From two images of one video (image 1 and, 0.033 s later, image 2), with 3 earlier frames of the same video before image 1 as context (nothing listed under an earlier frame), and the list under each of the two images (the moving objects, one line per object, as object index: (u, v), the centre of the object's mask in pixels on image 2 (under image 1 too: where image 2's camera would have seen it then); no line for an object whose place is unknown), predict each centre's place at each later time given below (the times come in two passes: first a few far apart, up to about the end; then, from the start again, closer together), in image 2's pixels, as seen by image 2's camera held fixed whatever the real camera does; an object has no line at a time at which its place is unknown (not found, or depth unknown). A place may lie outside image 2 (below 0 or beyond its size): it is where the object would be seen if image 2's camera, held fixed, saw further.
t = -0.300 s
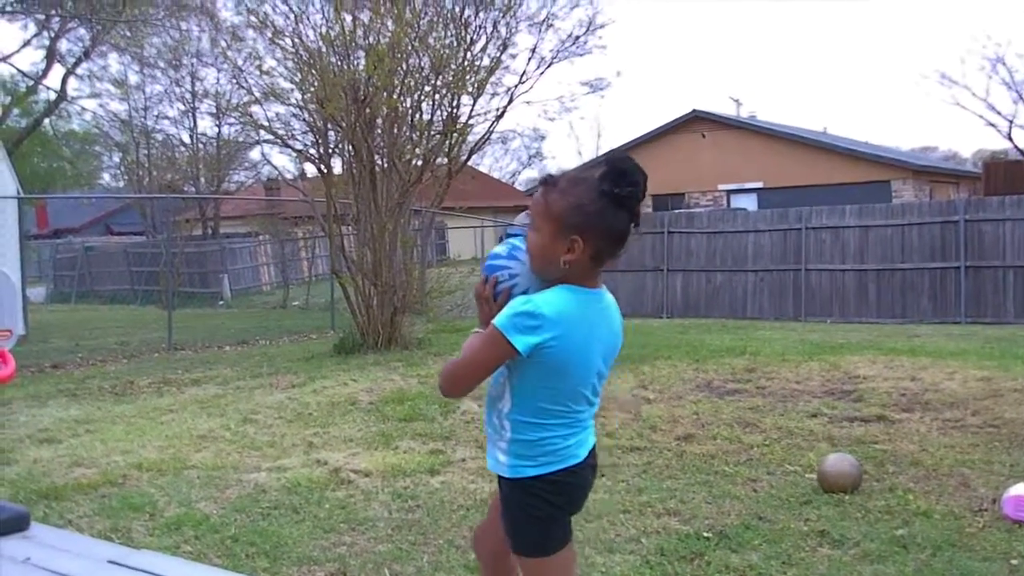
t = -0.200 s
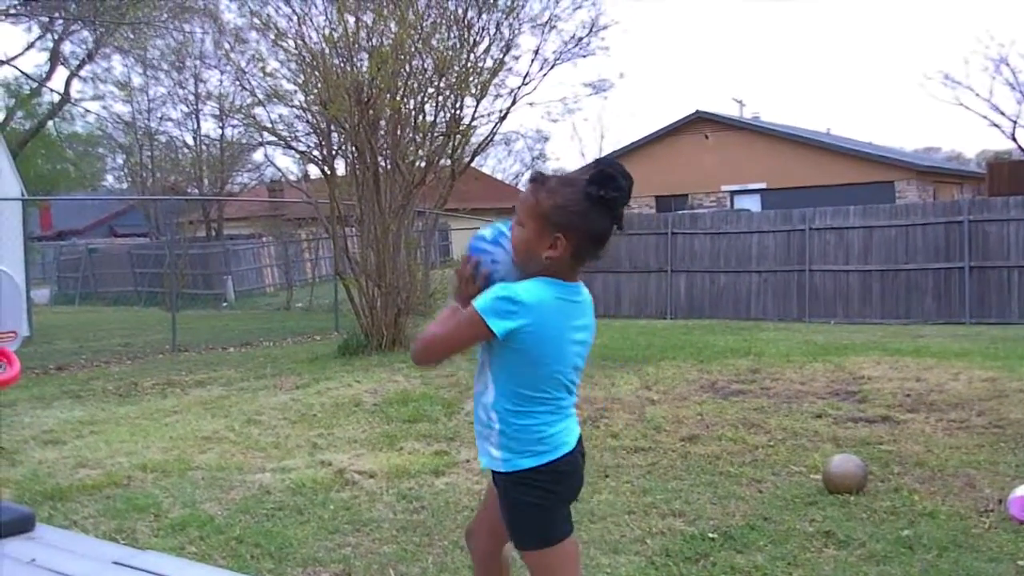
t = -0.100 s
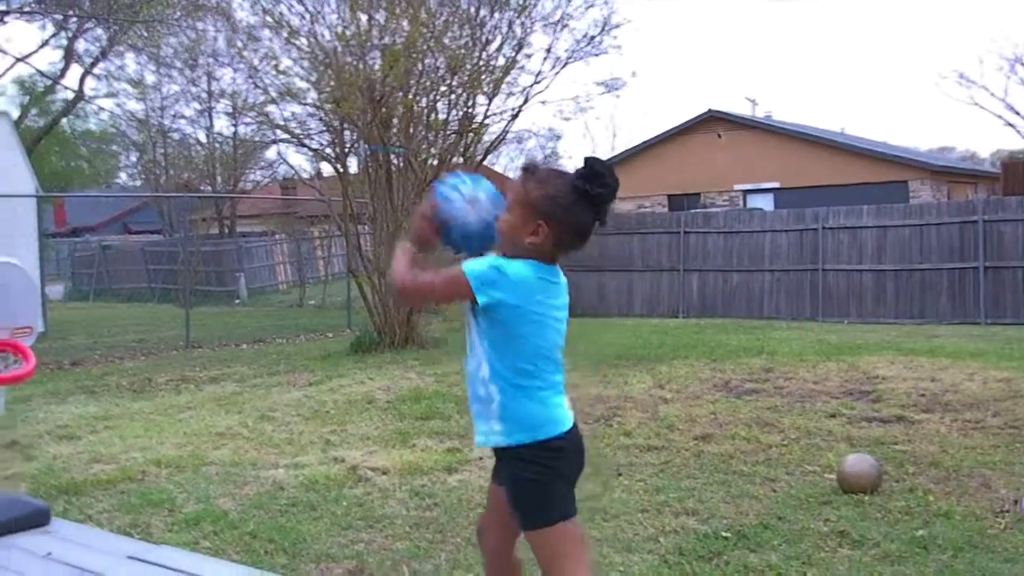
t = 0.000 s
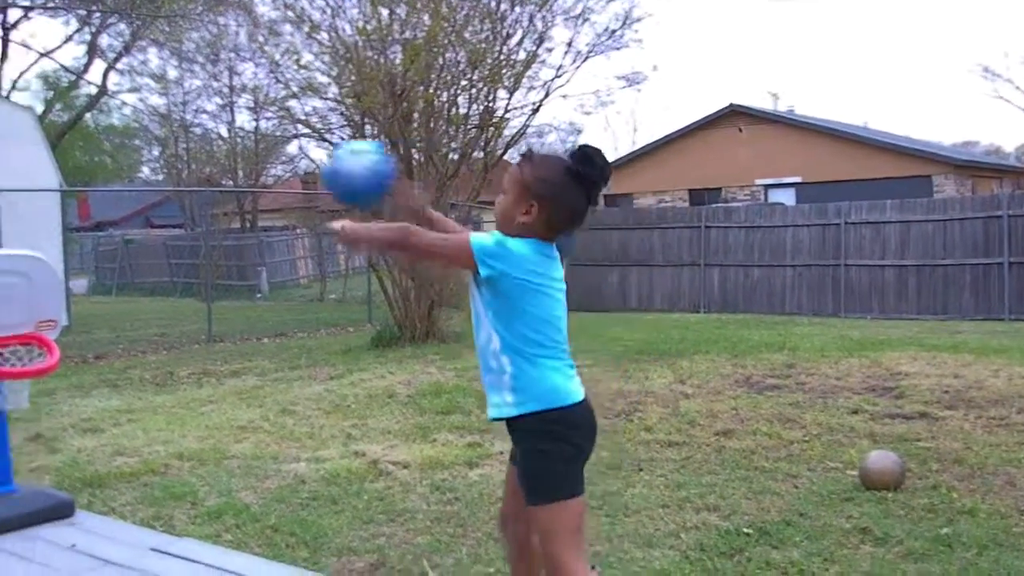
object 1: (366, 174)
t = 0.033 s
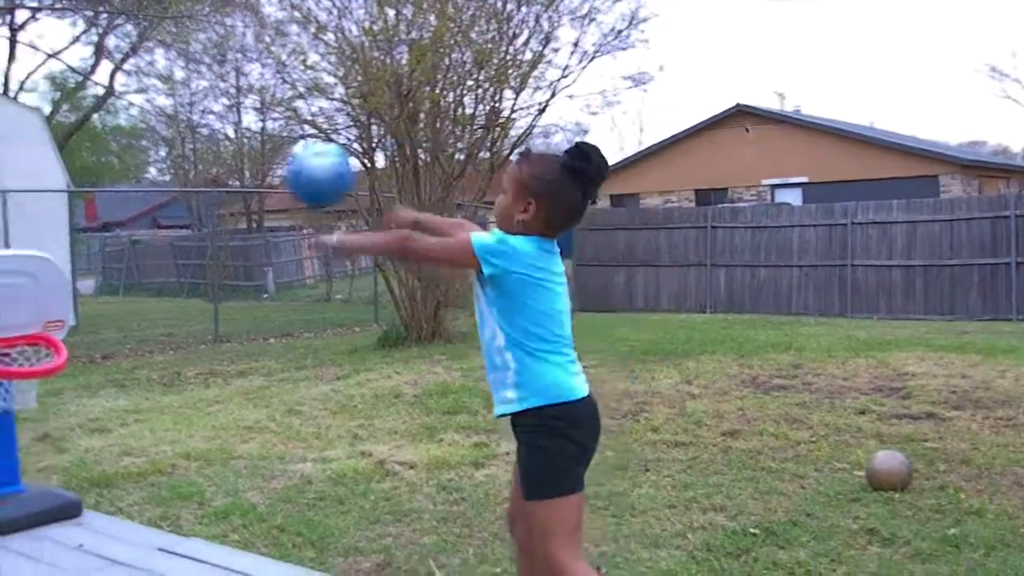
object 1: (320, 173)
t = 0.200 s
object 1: (145, 232)
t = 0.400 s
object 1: (20, 344)
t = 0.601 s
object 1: (30, 421)
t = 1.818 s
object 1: (245, 525)
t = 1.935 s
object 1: (262, 527)
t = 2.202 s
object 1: (316, 548)
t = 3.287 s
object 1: (402, 573)
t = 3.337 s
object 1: (403, 575)
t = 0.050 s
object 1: (300, 177)
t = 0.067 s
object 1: (280, 179)
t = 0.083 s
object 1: (260, 184)
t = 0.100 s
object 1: (240, 188)
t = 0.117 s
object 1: (223, 194)
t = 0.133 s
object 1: (206, 202)
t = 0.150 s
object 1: (189, 209)
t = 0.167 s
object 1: (174, 216)
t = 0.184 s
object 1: (160, 224)
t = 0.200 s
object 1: (145, 232)
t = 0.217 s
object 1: (131, 242)
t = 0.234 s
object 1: (118, 252)
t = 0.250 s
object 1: (105, 262)
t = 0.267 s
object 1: (91, 272)
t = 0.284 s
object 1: (79, 285)
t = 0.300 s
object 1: (69, 297)
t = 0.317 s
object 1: (58, 309)
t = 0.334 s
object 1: (48, 320)
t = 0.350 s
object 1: (36, 331)
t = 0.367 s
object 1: (29, 337)
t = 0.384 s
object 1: (23, 343)
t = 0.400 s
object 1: (20, 344)
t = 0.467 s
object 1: (15, 372)
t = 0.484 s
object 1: (15, 381)
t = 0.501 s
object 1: (16, 385)
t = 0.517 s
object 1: (17, 388)
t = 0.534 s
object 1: (20, 392)
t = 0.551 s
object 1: (23, 398)
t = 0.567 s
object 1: (24, 401)
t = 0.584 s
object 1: (28, 413)
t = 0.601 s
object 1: (30, 421)
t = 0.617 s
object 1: (32, 430)
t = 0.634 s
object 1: (36, 441)
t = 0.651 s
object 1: (38, 451)
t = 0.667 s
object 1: (39, 463)
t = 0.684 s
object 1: (42, 470)
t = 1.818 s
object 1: (245, 525)
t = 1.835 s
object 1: (247, 525)
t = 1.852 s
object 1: (251, 525)
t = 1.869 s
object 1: (252, 525)
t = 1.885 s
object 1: (255, 525)
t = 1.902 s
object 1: (257, 526)
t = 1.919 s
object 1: (260, 528)
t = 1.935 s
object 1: (262, 527)
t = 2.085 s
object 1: (289, 534)
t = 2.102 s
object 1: (293, 536)
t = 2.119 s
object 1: (296, 537)
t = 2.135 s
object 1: (300, 538)
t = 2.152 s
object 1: (304, 540)
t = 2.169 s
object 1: (308, 542)
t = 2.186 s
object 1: (312, 545)
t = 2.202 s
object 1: (316, 548)
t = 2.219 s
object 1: (320, 550)
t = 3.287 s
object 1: (402, 573)
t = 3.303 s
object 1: (403, 573)
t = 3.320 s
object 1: (403, 574)
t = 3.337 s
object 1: (403, 575)
